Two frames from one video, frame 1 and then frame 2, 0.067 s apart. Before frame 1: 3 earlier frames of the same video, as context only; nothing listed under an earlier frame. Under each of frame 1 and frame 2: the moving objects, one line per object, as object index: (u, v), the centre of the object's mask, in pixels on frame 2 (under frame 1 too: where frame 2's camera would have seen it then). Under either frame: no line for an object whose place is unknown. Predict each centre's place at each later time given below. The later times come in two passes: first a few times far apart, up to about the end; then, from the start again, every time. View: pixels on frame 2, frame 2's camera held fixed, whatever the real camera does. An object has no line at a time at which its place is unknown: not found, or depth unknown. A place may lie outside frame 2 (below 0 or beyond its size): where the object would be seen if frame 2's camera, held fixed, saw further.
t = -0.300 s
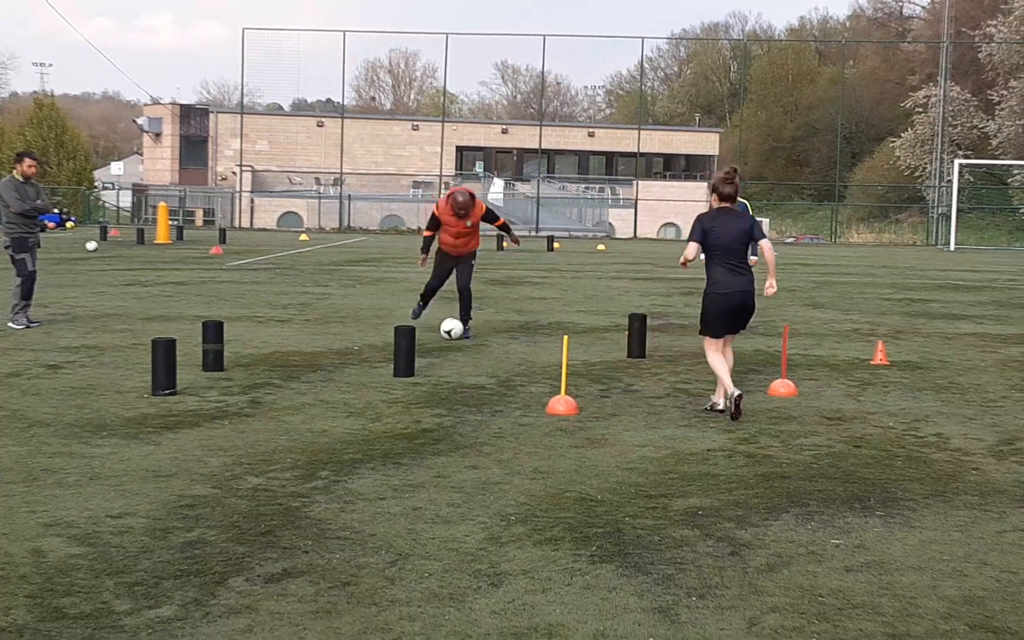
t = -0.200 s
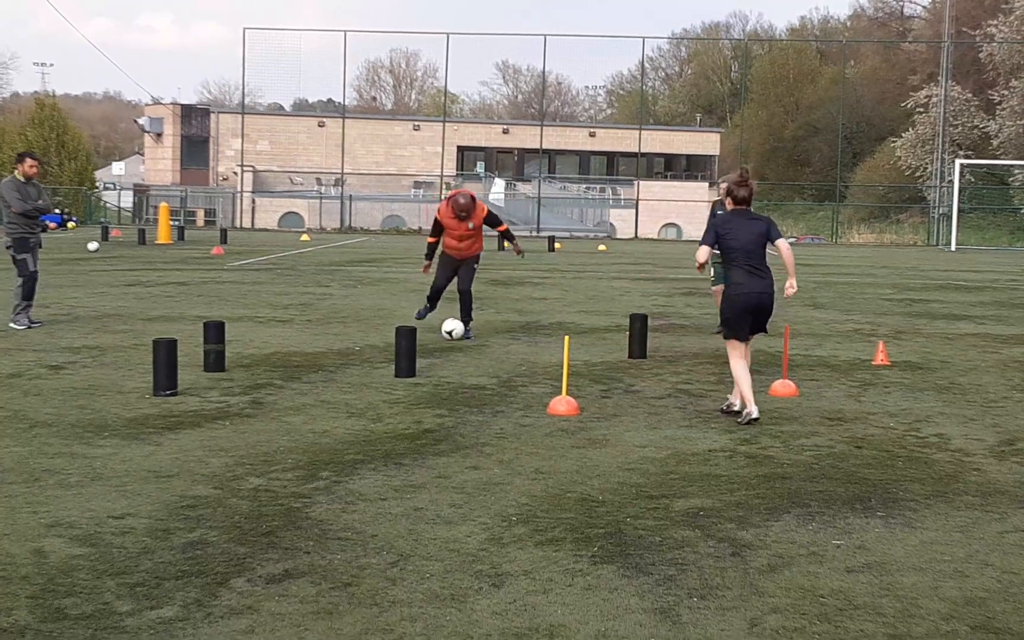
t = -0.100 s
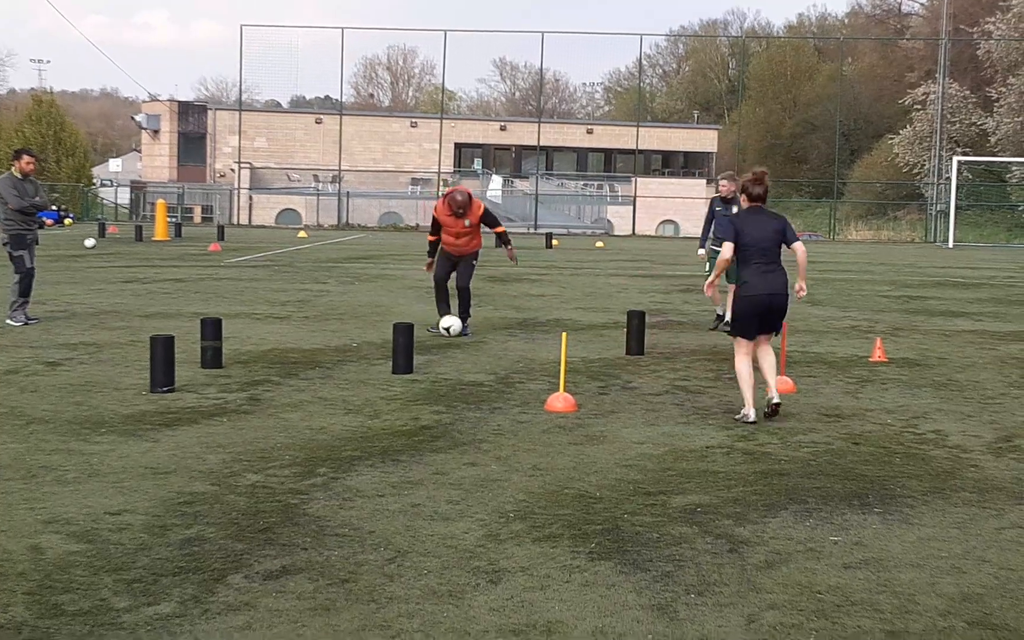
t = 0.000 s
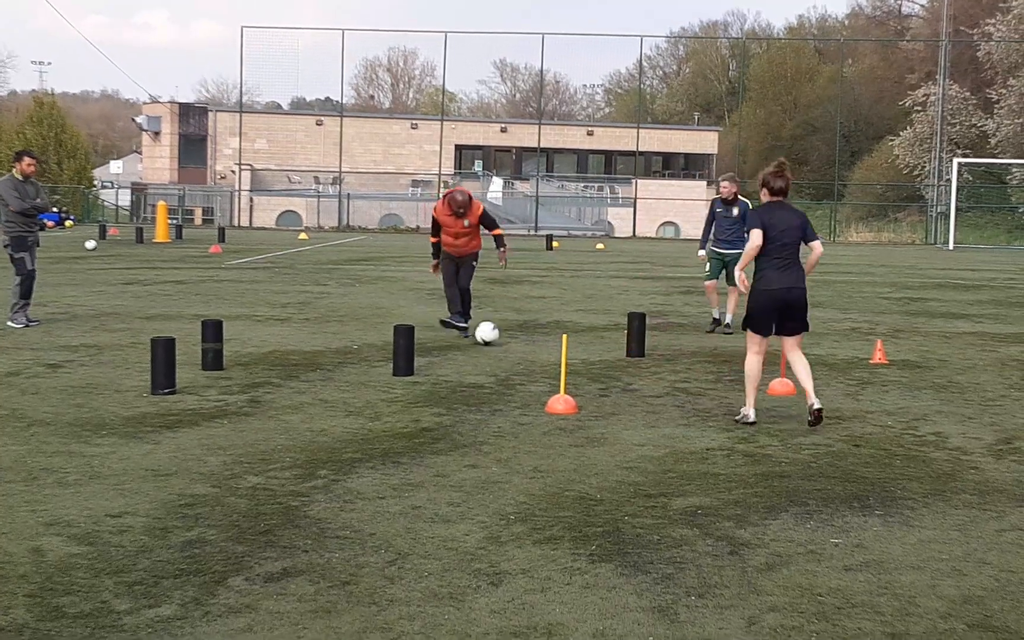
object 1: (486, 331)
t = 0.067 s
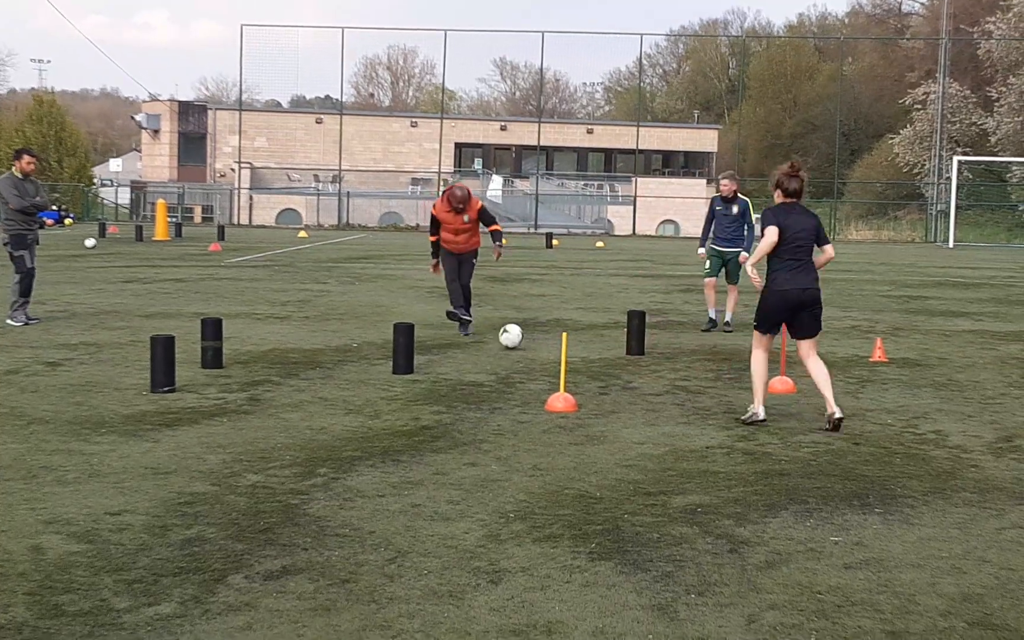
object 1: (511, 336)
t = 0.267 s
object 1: (586, 352)
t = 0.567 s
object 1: (693, 371)
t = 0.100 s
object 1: (524, 340)
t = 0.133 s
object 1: (536, 342)
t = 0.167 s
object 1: (549, 345)
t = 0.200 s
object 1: (561, 347)
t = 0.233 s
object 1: (576, 349)
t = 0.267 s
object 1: (586, 352)
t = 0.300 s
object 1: (599, 355)
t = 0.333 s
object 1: (610, 356)
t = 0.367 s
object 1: (622, 356)
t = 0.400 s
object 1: (634, 359)
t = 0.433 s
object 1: (647, 363)
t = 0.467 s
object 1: (658, 365)
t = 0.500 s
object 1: (670, 366)
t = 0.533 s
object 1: (681, 368)
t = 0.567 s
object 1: (693, 371)
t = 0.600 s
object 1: (704, 374)
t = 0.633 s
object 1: (716, 376)
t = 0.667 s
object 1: (728, 379)
